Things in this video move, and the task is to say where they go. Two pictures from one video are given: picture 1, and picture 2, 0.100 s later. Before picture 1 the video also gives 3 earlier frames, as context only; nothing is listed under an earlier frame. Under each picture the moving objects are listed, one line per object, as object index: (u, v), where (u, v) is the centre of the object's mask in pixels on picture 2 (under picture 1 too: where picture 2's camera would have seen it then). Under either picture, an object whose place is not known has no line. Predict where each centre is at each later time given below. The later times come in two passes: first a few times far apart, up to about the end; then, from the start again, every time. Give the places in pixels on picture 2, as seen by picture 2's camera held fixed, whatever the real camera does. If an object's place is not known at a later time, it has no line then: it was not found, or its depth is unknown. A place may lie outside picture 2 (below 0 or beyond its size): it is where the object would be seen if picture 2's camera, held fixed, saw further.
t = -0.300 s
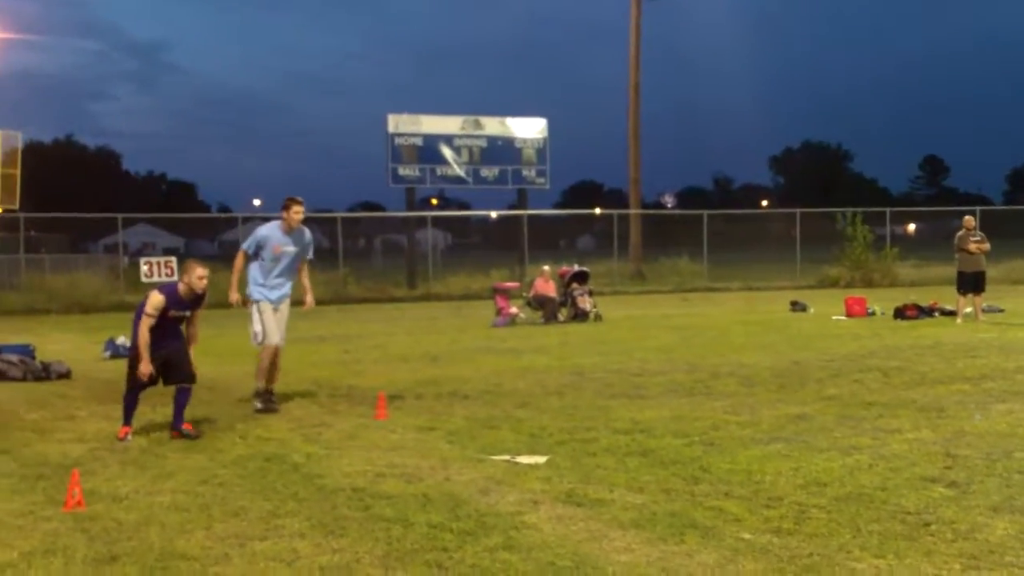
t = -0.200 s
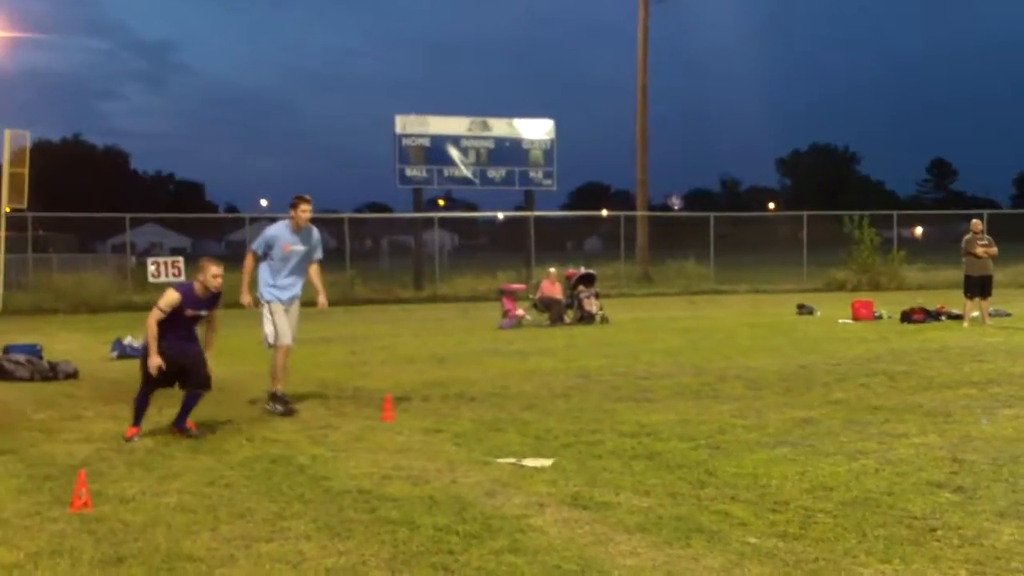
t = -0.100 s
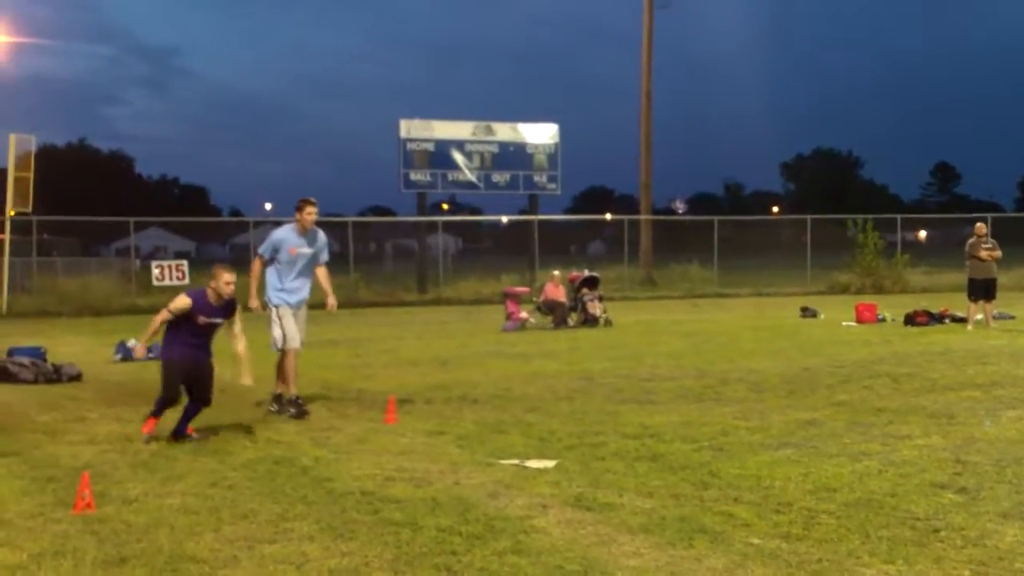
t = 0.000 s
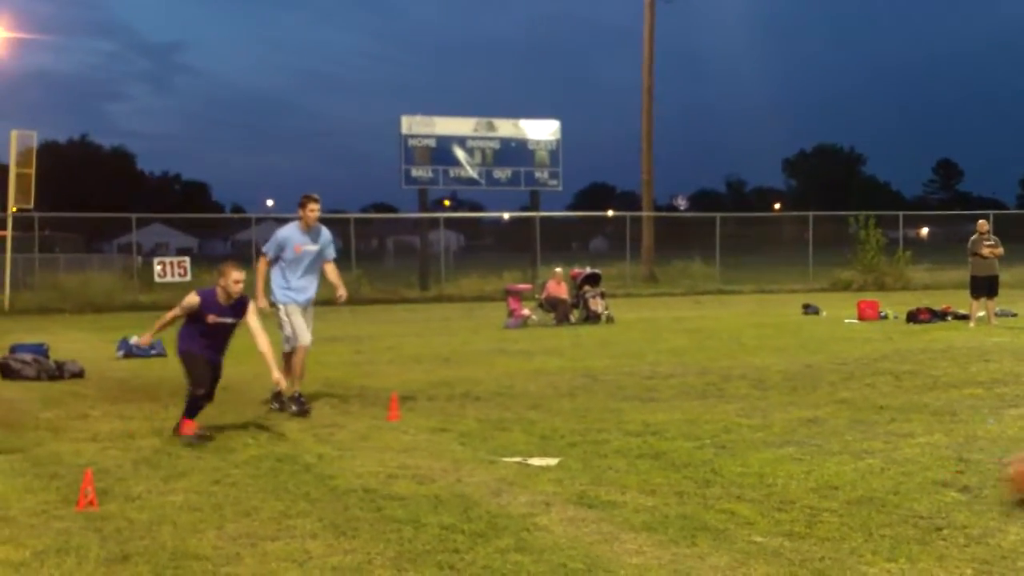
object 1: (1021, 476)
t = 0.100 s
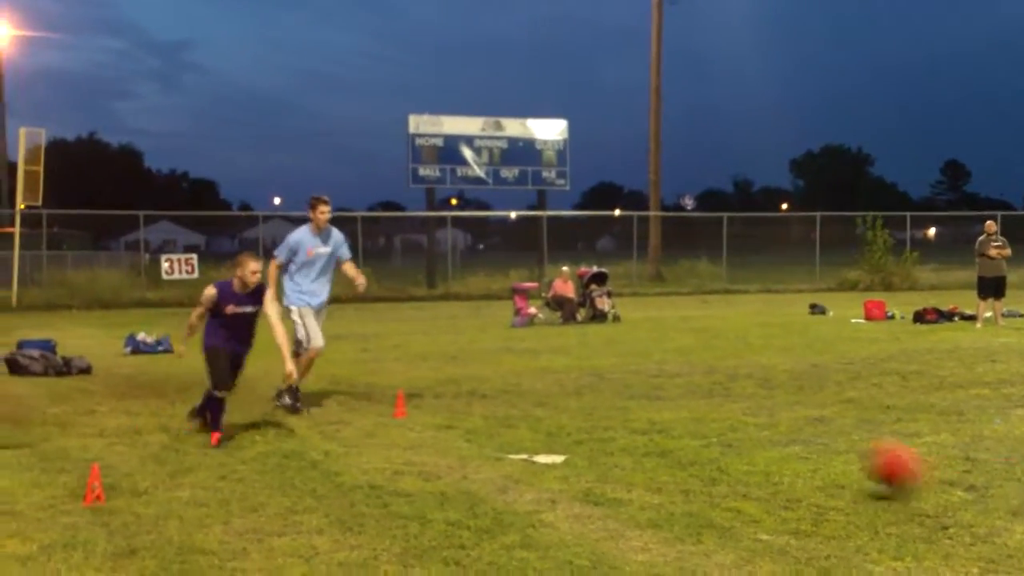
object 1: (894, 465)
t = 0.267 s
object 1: (698, 415)
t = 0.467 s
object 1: (487, 422)
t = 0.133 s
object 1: (857, 452)
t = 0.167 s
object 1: (815, 439)
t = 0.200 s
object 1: (777, 427)
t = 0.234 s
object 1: (736, 420)
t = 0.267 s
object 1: (698, 415)
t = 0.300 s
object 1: (661, 410)
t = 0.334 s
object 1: (625, 409)
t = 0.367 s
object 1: (590, 411)
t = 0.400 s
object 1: (554, 412)
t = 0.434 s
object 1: (520, 416)
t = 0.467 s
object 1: (487, 422)
